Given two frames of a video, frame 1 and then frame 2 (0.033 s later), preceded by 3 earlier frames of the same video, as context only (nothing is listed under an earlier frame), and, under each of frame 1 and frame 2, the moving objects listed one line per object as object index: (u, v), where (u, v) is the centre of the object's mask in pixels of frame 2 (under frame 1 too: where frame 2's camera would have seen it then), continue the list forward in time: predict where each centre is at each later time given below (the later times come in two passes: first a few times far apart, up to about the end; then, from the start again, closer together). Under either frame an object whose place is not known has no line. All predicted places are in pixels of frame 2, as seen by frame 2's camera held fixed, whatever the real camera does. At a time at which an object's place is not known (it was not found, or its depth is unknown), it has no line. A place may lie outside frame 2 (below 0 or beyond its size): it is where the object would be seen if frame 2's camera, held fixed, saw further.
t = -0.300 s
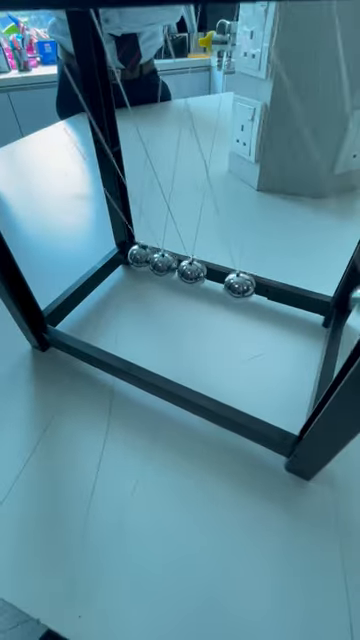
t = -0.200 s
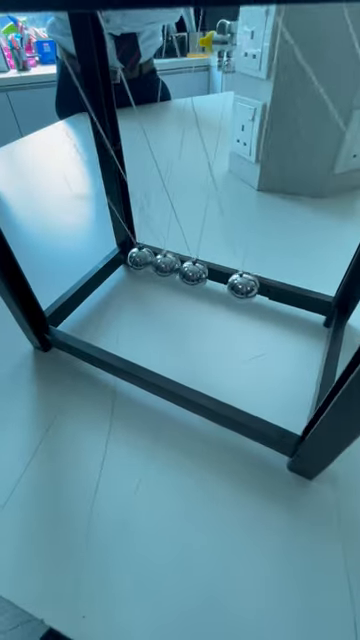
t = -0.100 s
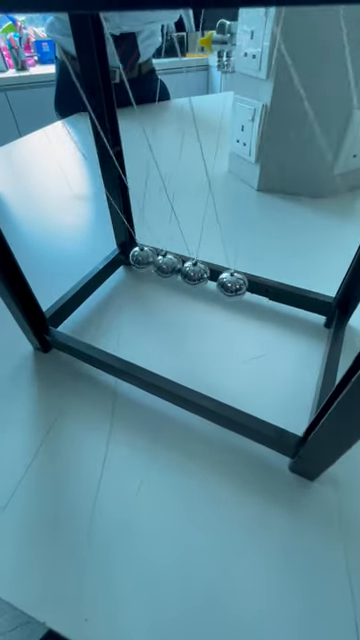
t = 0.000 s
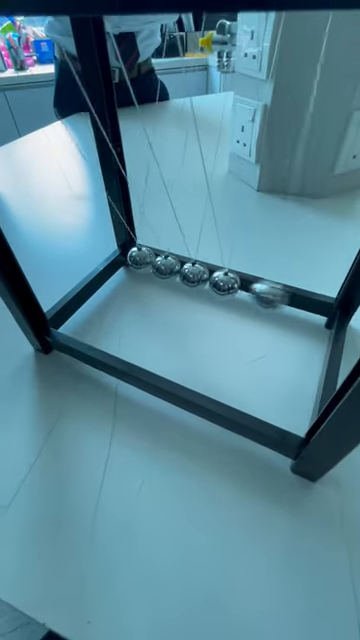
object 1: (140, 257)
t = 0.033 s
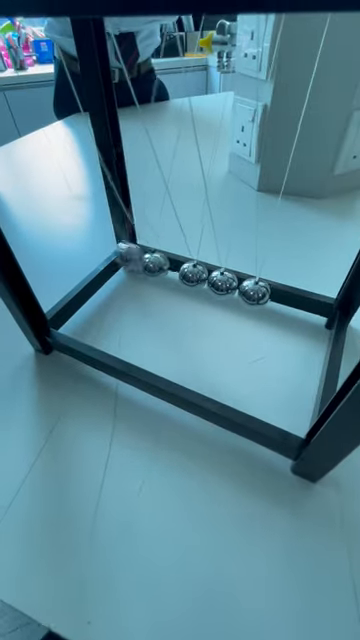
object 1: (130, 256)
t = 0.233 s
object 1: (47, 205)
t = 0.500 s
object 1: (145, 262)
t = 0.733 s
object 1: (144, 262)
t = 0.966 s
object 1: (81, 230)
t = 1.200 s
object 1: (95, 238)
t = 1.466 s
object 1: (145, 262)
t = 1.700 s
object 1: (135, 260)
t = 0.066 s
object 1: (106, 244)
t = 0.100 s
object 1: (84, 232)
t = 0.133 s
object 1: (69, 219)
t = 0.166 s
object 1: (56, 210)
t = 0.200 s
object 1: (49, 205)
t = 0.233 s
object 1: (47, 205)
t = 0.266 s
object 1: (52, 210)
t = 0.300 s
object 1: (62, 218)
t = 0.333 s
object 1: (78, 228)
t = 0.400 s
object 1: (120, 254)
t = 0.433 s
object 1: (140, 262)
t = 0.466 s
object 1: (144, 262)
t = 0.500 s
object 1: (145, 262)
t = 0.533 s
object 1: (146, 262)
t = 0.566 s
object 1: (146, 263)
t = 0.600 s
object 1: (146, 263)
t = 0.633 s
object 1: (145, 263)
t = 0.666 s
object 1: (145, 263)
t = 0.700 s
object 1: (144, 262)
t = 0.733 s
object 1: (144, 262)
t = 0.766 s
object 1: (144, 261)
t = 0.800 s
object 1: (143, 261)
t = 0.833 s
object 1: (139, 260)
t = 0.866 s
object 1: (133, 258)
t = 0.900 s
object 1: (119, 254)
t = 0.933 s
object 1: (97, 242)
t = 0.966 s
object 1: (81, 230)
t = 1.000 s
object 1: (69, 220)
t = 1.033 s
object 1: (60, 215)
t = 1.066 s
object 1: (56, 213)
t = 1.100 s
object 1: (58, 215)
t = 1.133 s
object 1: (65, 221)
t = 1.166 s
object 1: (78, 229)
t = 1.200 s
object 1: (95, 238)
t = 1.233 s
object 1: (115, 251)
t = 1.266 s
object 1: (133, 259)
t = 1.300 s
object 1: (145, 263)
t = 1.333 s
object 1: (147, 262)
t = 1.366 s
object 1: (149, 262)
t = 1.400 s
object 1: (150, 262)
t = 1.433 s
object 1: (148, 262)
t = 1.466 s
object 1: (145, 262)
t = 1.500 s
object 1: (144, 263)
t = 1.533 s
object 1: (142, 262)
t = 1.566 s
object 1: (141, 261)
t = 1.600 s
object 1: (141, 260)
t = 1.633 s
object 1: (141, 260)
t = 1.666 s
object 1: (139, 260)
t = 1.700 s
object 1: (135, 260)
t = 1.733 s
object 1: (129, 257)
